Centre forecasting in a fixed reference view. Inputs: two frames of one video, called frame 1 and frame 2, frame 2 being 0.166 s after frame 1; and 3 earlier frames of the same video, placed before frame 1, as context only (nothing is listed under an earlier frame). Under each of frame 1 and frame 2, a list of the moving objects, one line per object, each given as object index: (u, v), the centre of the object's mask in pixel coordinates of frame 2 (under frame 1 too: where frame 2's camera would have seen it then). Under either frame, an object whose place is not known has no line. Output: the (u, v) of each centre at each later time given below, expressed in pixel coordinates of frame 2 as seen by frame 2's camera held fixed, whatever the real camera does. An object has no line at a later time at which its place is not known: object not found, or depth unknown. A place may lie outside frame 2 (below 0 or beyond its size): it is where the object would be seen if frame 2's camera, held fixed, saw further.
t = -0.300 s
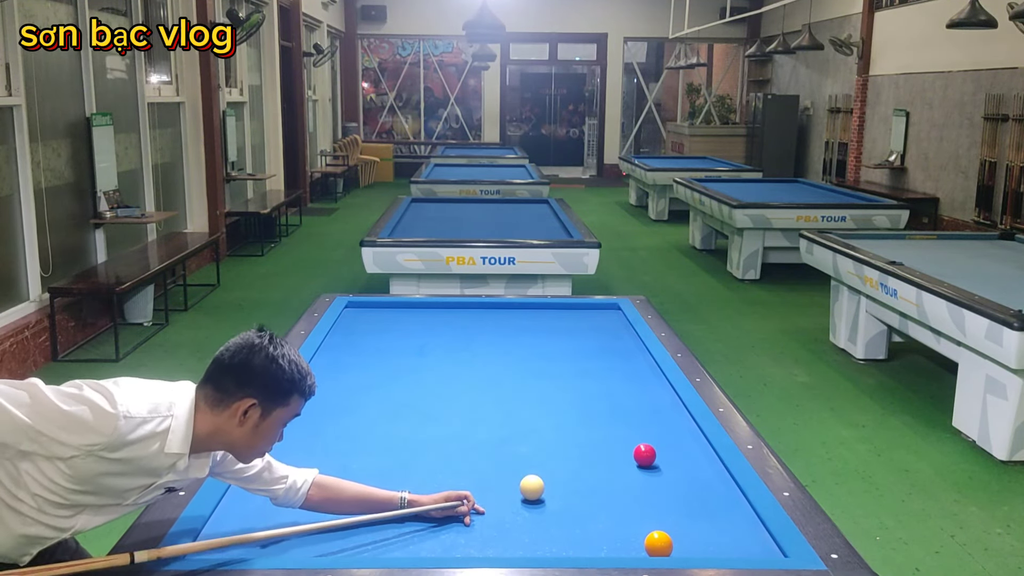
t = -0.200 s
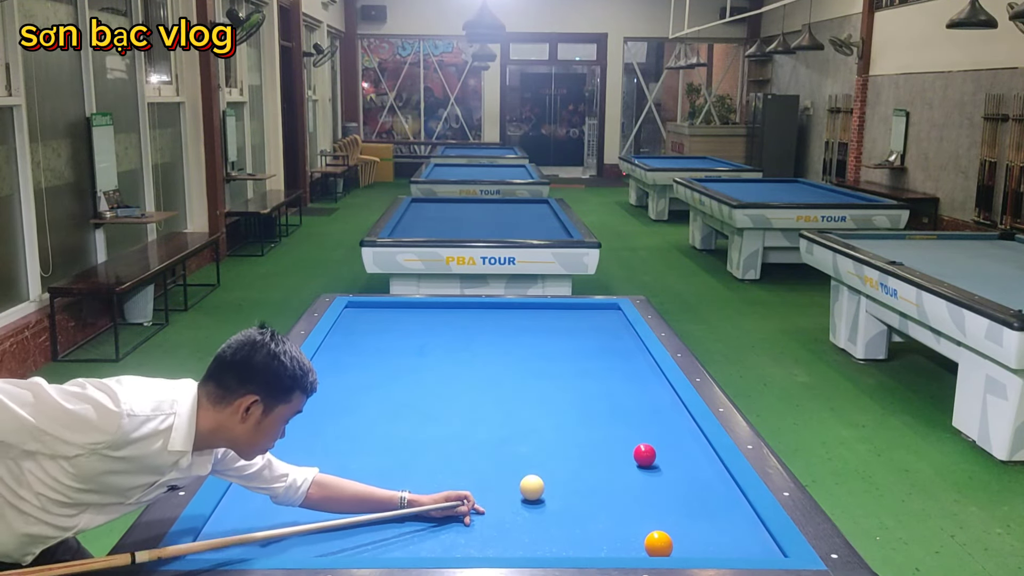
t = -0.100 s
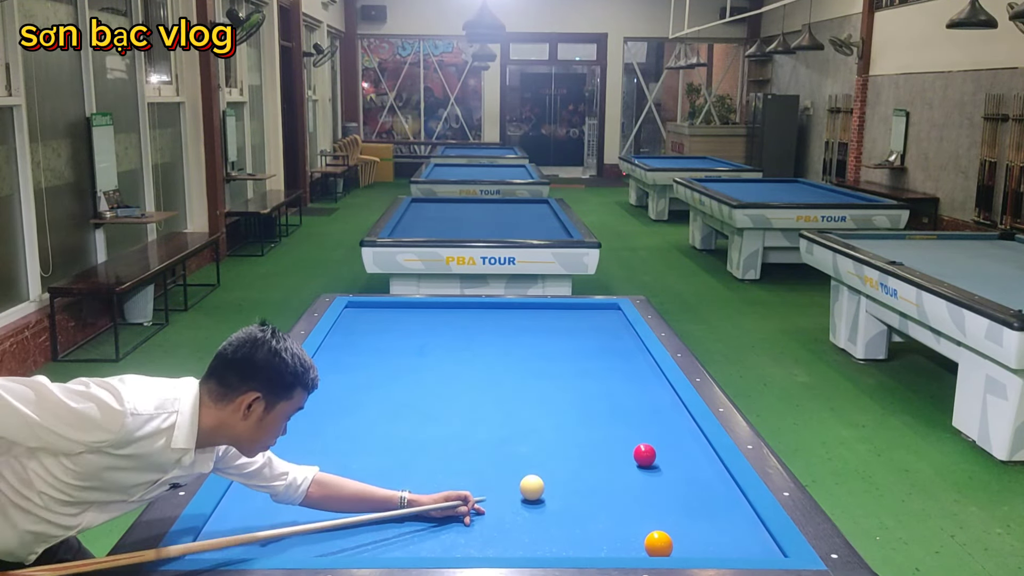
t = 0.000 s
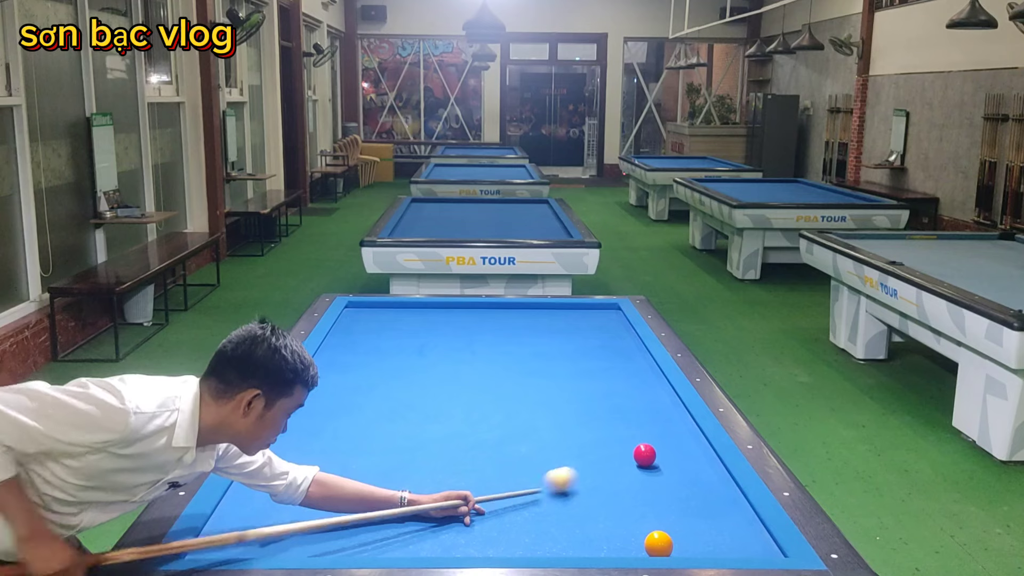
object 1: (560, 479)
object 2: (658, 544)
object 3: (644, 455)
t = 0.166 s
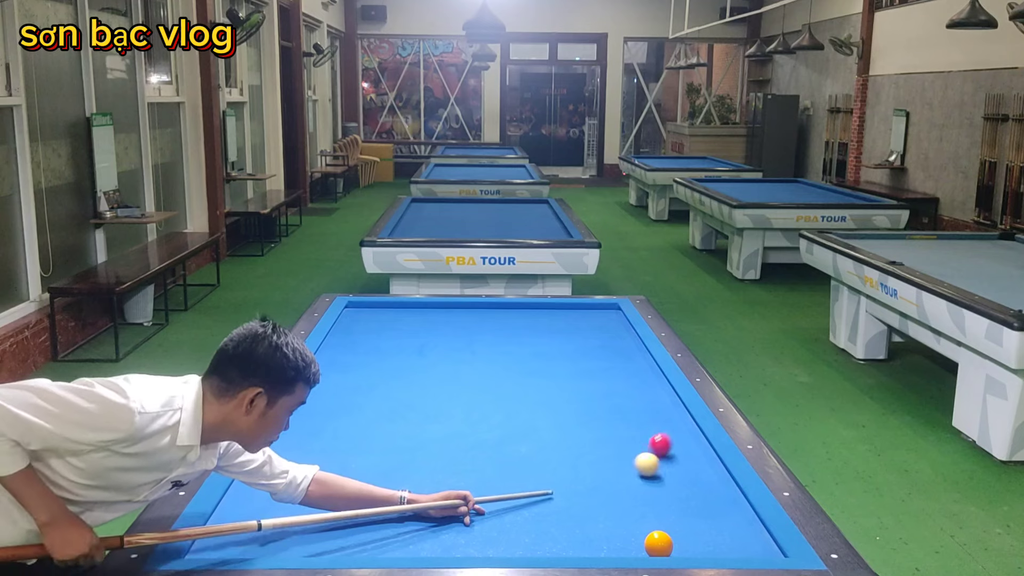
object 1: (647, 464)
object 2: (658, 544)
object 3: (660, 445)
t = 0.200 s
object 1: (654, 466)
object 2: (658, 544)
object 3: (669, 439)
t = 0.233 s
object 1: (661, 467)
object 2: (658, 544)
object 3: (677, 434)
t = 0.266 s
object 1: (667, 469)
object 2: (658, 544)
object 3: (685, 429)
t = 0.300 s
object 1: (674, 470)
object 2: (658, 544)
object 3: (686, 424)
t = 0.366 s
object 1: (687, 473)
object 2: (658, 544)
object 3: (666, 418)
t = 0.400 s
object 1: (694, 474)
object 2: (658, 544)
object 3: (657, 416)
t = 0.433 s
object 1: (701, 476)
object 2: (658, 544)
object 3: (649, 413)
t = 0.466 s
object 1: (707, 477)
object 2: (658, 544)
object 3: (642, 410)
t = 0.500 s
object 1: (714, 479)
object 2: (658, 544)
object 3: (635, 407)
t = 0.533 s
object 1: (721, 480)
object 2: (658, 544)
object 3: (628, 404)
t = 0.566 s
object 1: (723, 482)
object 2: (658, 544)
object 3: (621, 402)
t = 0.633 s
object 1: (717, 486)
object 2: (658, 544)
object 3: (608, 397)
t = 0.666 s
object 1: (715, 487)
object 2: (658, 544)
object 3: (602, 395)
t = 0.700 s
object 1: (712, 489)
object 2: (658, 544)
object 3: (596, 393)
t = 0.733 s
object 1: (710, 491)
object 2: (658, 544)
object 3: (590, 390)
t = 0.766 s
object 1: (708, 493)
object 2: (658, 544)
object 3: (584, 388)
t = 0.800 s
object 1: (706, 495)
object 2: (658, 544)
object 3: (578, 386)
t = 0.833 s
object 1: (703, 497)
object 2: (658, 544)
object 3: (572, 384)
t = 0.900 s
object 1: (699, 501)
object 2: (658, 544)
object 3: (561, 379)
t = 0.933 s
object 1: (696, 502)
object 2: (658, 544)
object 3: (556, 377)
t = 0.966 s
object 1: (694, 505)
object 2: (658, 544)
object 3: (550, 375)
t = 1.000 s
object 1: (692, 506)
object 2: (658, 544)
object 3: (545, 373)
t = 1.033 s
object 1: (689, 508)
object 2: (658, 544)
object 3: (540, 371)
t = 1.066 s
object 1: (687, 510)
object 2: (658, 544)
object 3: (535, 369)
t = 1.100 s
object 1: (685, 513)
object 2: (659, 544)
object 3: (530, 368)
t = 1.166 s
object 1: (680, 517)
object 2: (659, 544)
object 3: (520, 364)
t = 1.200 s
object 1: (678, 519)
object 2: (658, 544)
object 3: (515, 362)
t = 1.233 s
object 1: (675, 521)
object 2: (658, 544)
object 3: (510, 360)
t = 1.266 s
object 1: (673, 522)
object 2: (658, 544)
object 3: (506, 359)
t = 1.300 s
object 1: (671, 524)
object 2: (658, 544)
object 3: (501, 357)
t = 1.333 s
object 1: (669, 525)
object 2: (659, 544)
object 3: (496, 355)
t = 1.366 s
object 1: (666, 526)
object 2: (659, 544)
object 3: (492, 353)
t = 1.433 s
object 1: (660, 527)
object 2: (659, 544)
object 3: (483, 350)
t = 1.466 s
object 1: (657, 528)
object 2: (659, 545)
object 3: (479, 349)
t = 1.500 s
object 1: (654, 529)
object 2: (658, 547)
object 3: (475, 347)
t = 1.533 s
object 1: (651, 530)
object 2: (658, 547)
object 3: (471, 345)
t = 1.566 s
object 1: (649, 531)
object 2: (658, 548)
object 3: (466, 344)
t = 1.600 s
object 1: (646, 532)
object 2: (658, 549)
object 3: (462, 342)
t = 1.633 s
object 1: (644, 533)
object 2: (658, 549)
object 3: (459, 341)
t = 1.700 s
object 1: (639, 534)
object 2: (657, 548)
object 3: (451, 338)
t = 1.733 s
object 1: (637, 534)
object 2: (657, 548)
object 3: (447, 337)
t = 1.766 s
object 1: (635, 535)
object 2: (656, 547)
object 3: (443, 335)
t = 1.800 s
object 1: (633, 535)
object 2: (656, 547)
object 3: (439, 334)
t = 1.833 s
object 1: (630, 536)
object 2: (655, 546)
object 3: (436, 332)
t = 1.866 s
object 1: (628, 536)
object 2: (655, 546)
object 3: (432, 331)
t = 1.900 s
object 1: (626, 536)
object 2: (654, 545)
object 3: (428, 330)
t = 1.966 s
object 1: (621, 537)
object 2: (654, 544)
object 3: (421, 327)
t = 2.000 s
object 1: (619, 537)
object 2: (653, 544)
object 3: (418, 326)
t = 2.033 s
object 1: (617, 537)
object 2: (653, 543)
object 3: (414, 325)
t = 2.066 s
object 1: (615, 537)
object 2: (652, 543)
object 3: (411, 323)
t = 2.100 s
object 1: (612, 538)
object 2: (652, 542)
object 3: (408, 322)
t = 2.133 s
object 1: (610, 538)
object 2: (651, 541)
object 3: (405, 321)
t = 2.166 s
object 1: (608, 538)
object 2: (651, 540)
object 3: (401, 320)
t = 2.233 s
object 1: (604, 539)
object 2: (650, 539)
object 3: (395, 318)
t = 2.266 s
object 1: (602, 539)
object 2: (650, 538)
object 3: (392, 316)
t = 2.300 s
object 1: (600, 539)
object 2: (649, 537)
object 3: (388, 315)
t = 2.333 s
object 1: (597, 539)
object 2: (649, 537)
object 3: (385, 314)
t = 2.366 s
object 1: (595, 540)
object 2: (648, 536)
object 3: (382, 313)
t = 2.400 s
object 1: (593, 540)
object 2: (648, 535)
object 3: (379, 312)
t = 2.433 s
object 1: (591, 540)
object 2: (647, 535)
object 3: (376, 311)
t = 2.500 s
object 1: (587, 541)
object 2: (647, 533)
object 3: (371, 308)
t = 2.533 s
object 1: (585, 541)
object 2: (646, 533)
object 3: (368, 307)
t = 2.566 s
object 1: (583, 541)
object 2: (646, 532)
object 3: (365, 306)
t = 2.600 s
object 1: (582, 542)
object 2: (646, 531)
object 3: (362, 305)
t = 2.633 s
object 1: (580, 541)
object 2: (645, 531)
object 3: (359, 304)
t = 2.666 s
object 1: (578, 542)
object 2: (645, 530)
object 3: (356, 304)
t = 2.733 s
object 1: (574, 542)
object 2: (644, 529)
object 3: (353, 306)
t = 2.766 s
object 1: (572, 542)
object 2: (644, 529)
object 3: (354, 306)
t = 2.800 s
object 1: (570, 542)
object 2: (644, 528)
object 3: (356, 307)
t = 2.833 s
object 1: (568, 543)
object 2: (644, 527)
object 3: (357, 308)
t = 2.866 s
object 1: (566, 542)
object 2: (643, 527)
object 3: (359, 308)
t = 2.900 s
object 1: (564, 543)
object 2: (643, 526)
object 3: (360, 309)
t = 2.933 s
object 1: (563, 543)
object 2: (643, 526)
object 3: (362, 309)
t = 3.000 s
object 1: (559, 543)
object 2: (642, 525)
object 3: (365, 311)
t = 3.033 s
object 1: (557, 543)
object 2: (642, 524)
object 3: (366, 311)
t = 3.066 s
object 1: (556, 543)
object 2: (642, 524)
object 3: (368, 312)
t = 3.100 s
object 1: (554, 543)
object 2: (642, 523)
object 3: (369, 313)
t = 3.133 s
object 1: (552, 543)
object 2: (641, 523)
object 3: (370, 313)
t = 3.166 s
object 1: (551, 543)
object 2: (641, 522)
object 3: (372, 314)
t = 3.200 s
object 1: (549, 544)
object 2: (641, 522)
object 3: (373, 315)
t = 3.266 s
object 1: (546, 544)
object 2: (640, 521)
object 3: (376, 316)
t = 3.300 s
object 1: (544, 544)
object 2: (640, 521)
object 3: (378, 316)
